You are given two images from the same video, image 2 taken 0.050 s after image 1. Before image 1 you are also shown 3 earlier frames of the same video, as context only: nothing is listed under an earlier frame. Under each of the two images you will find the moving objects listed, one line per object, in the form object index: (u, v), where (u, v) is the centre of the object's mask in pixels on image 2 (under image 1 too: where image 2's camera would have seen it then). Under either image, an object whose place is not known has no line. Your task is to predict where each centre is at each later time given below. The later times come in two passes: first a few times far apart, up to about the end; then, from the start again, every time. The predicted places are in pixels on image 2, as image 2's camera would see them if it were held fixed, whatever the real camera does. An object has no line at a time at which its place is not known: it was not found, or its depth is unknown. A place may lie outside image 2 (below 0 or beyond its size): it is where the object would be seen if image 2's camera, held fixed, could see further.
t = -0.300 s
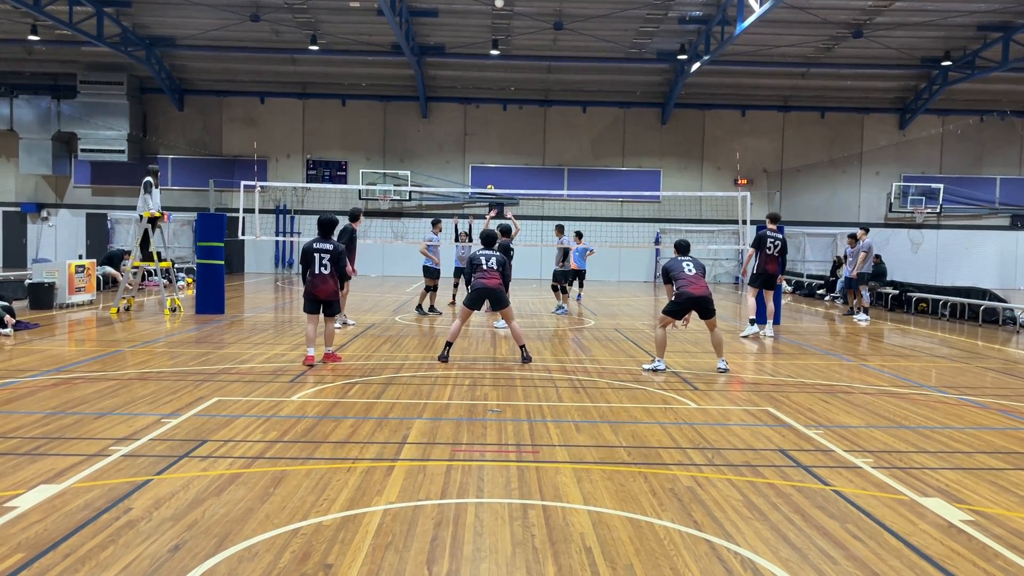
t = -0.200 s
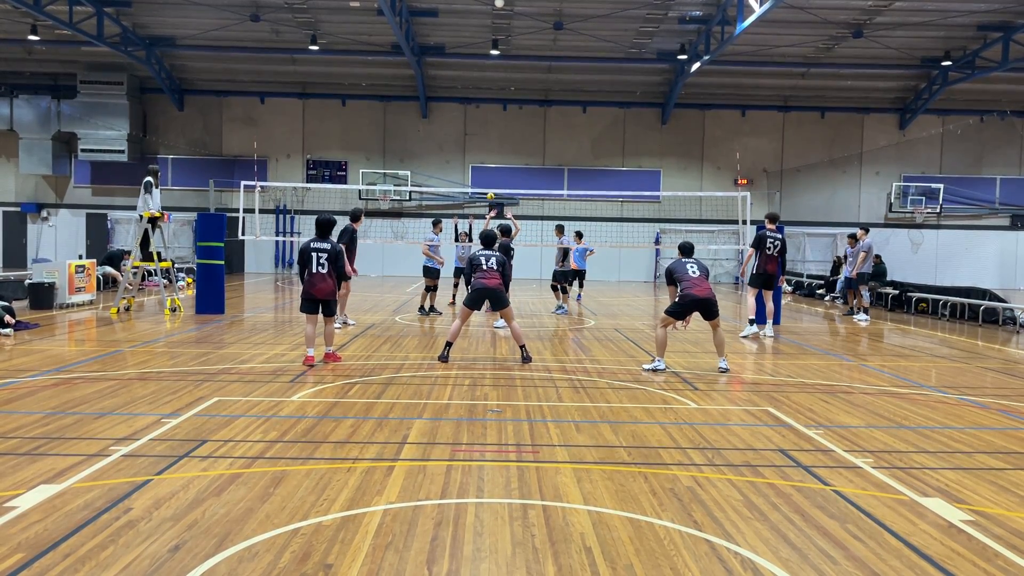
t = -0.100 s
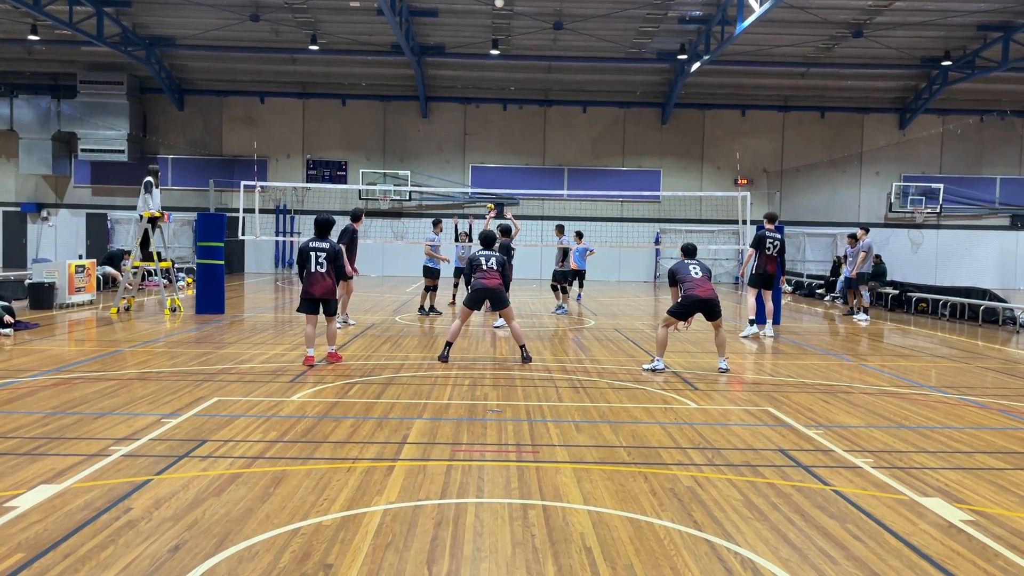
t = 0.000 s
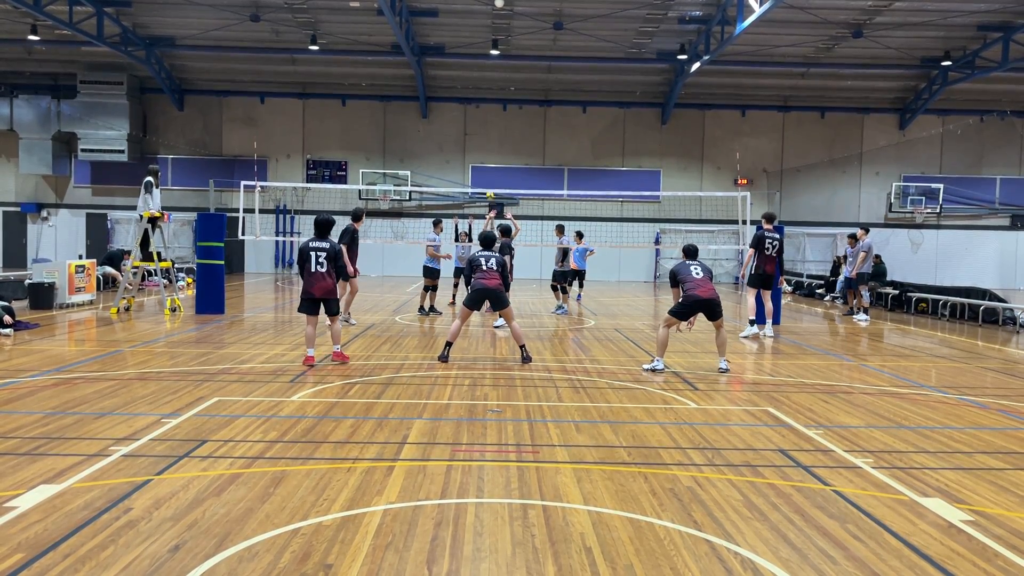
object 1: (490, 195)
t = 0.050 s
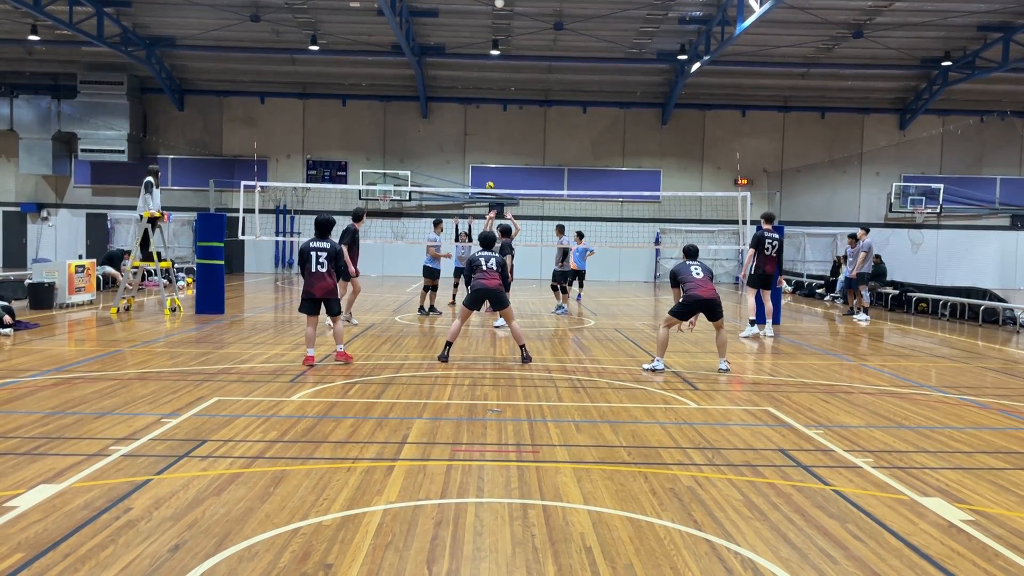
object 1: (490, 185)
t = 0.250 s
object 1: (489, 150)
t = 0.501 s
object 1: (489, 123)
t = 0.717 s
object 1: (489, 125)
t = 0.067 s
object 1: (489, 183)
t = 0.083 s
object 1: (489, 179)
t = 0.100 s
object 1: (489, 175)
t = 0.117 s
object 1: (489, 172)
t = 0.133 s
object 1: (489, 170)
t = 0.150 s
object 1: (489, 167)
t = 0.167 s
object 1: (489, 164)
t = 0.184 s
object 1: (489, 161)
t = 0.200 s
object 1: (489, 158)
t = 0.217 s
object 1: (489, 156)
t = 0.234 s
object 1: (488, 152)
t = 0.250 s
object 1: (489, 150)
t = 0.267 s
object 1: (488, 148)
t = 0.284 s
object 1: (489, 146)
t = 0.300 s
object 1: (488, 144)
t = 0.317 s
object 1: (488, 142)
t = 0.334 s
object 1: (488, 139)
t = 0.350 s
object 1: (488, 137)
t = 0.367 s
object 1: (488, 135)
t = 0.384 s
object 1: (489, 133)
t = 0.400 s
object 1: (489, 132)
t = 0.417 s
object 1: (489, 130)
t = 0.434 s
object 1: (489, 128)
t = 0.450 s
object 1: (489, 127)
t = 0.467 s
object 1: (489, 126)
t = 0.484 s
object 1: (489, 125)
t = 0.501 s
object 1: (489, 123)
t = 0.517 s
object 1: (489, 123)
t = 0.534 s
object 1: (489, 122)
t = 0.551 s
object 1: (489, 121)
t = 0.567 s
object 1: (489, 121)
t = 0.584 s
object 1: (489, 121)
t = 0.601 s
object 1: (489, 121)
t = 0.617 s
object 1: (489, 121)
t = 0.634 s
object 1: (489, 121)
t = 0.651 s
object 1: (489, 121)
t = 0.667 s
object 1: (489, 122)
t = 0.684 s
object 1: (489, 123)
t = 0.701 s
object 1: (489, 124)
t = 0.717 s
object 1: (489, 125)
